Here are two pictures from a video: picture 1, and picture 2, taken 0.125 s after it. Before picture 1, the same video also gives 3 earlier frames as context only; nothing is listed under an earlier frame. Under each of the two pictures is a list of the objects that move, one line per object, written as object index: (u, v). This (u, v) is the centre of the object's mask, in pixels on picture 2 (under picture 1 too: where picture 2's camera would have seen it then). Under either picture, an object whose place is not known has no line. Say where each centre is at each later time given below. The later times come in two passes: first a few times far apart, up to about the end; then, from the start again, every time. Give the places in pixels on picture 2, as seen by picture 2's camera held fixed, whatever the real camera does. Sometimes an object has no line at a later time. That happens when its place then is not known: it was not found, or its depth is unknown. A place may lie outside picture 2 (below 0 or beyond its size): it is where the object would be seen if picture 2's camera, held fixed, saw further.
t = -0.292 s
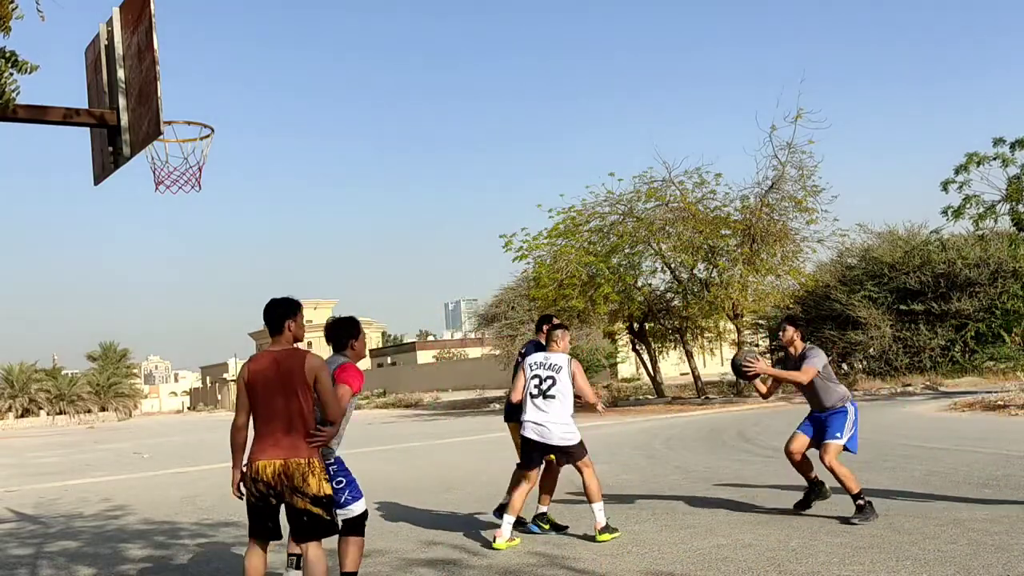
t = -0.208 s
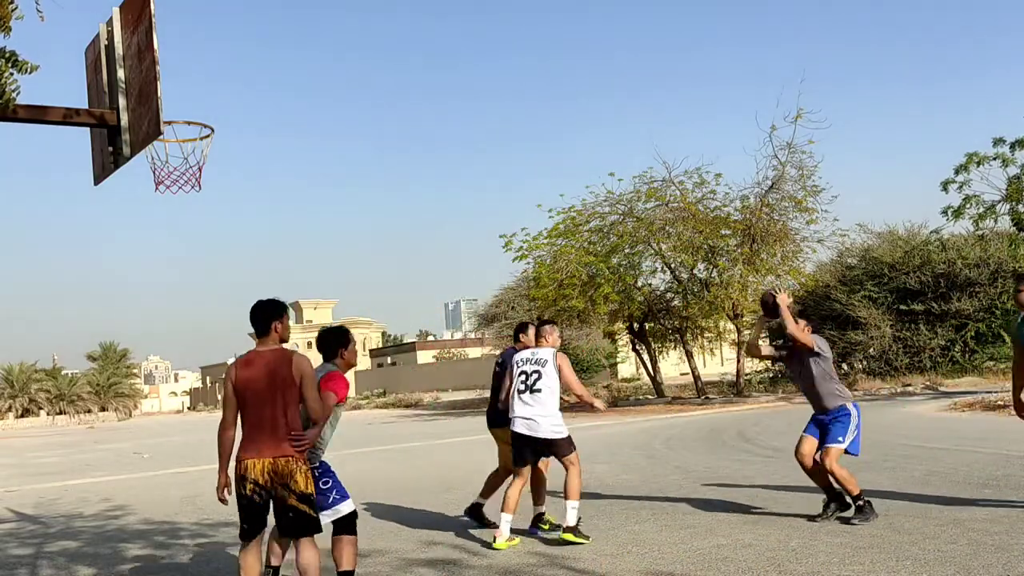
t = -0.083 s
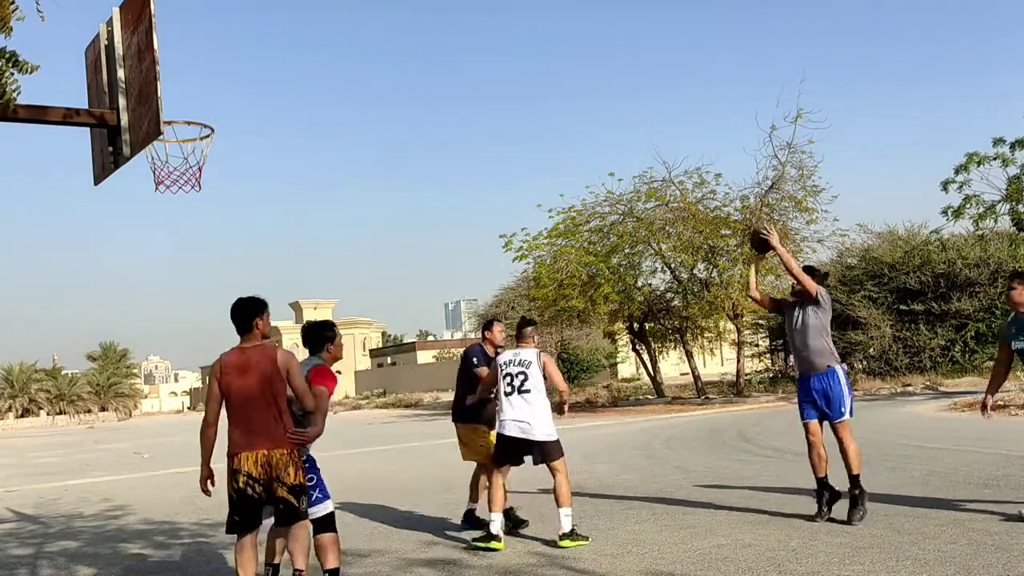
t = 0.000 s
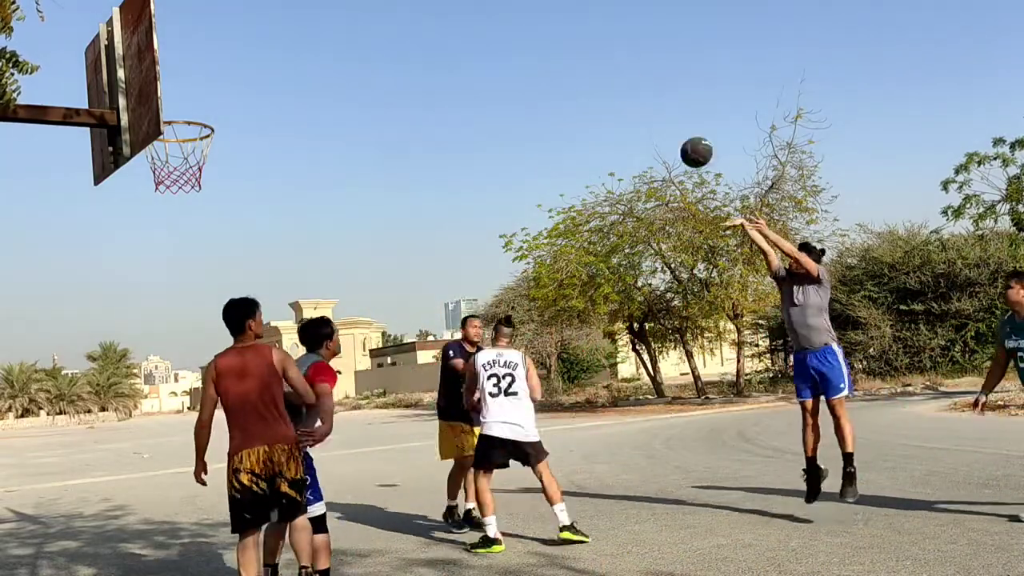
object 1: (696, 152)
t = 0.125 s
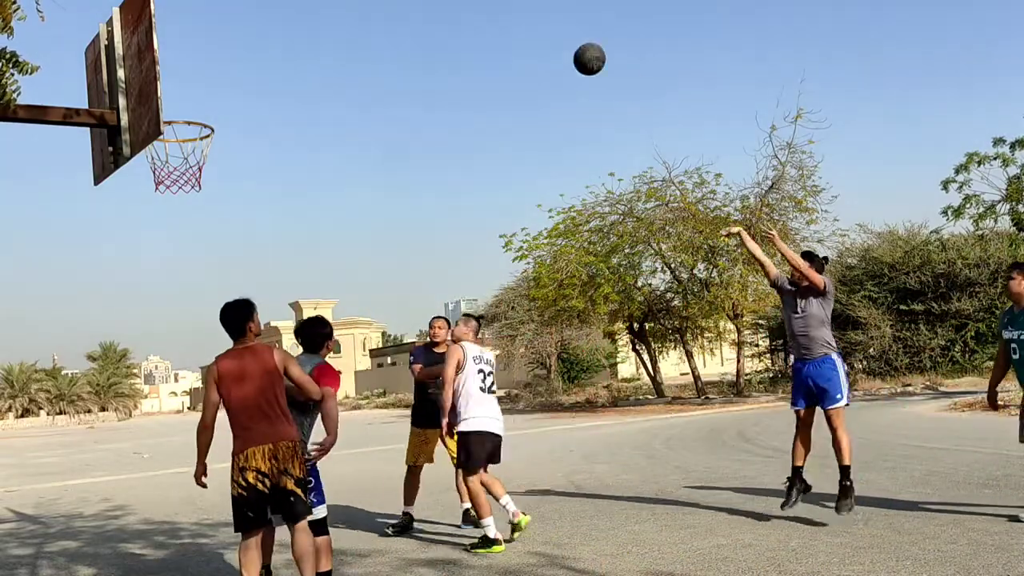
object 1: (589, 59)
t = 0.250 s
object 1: (484, 14)
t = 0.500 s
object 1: (272, 76)
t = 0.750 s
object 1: (402, 211)
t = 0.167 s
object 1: (554, 39)
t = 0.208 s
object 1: (519, 23)
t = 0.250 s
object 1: (484, 14)
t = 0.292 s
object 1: (449, 12)
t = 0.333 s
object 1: (414, 13)
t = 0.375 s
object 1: (379, 17)
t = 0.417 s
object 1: (343, 31)
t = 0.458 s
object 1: (308, 50)
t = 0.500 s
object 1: (272, 76)
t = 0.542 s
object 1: (236, 109)
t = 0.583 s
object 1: (245, 127)
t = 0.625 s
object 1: (282, 138)
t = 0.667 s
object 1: (321, 156)
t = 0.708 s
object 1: (361, 180)
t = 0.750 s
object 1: (402, 211)
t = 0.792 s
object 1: (445, 250)
